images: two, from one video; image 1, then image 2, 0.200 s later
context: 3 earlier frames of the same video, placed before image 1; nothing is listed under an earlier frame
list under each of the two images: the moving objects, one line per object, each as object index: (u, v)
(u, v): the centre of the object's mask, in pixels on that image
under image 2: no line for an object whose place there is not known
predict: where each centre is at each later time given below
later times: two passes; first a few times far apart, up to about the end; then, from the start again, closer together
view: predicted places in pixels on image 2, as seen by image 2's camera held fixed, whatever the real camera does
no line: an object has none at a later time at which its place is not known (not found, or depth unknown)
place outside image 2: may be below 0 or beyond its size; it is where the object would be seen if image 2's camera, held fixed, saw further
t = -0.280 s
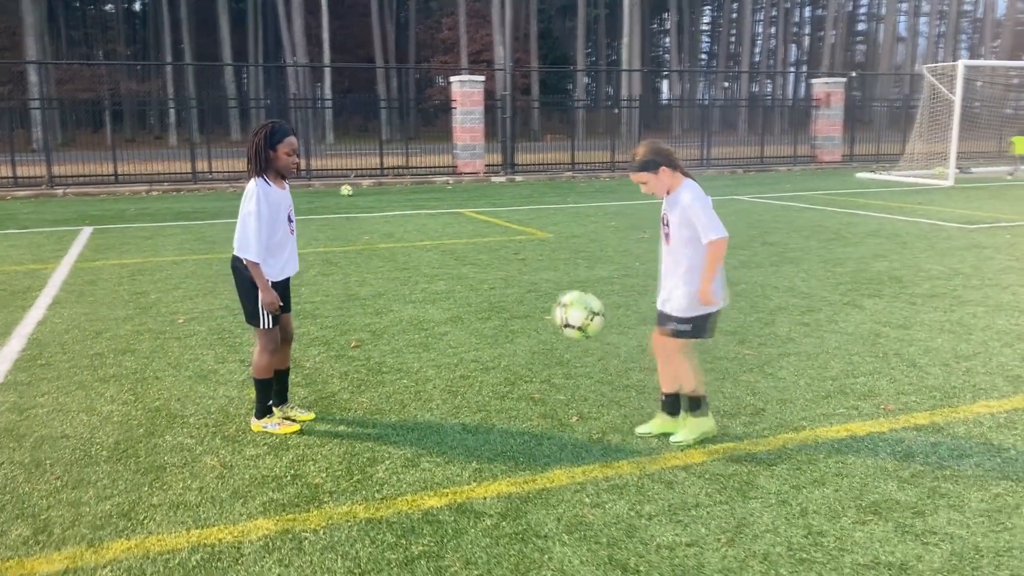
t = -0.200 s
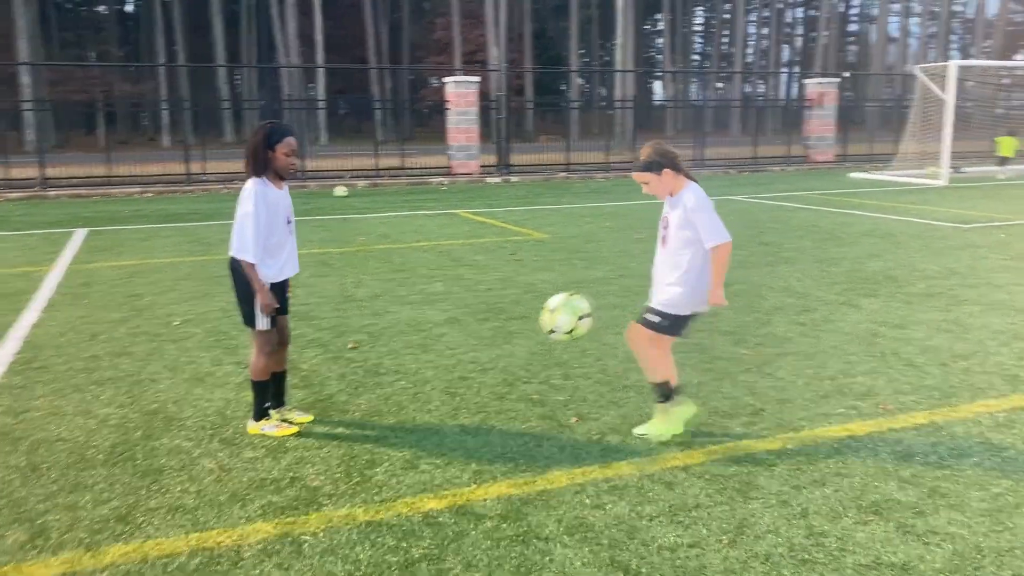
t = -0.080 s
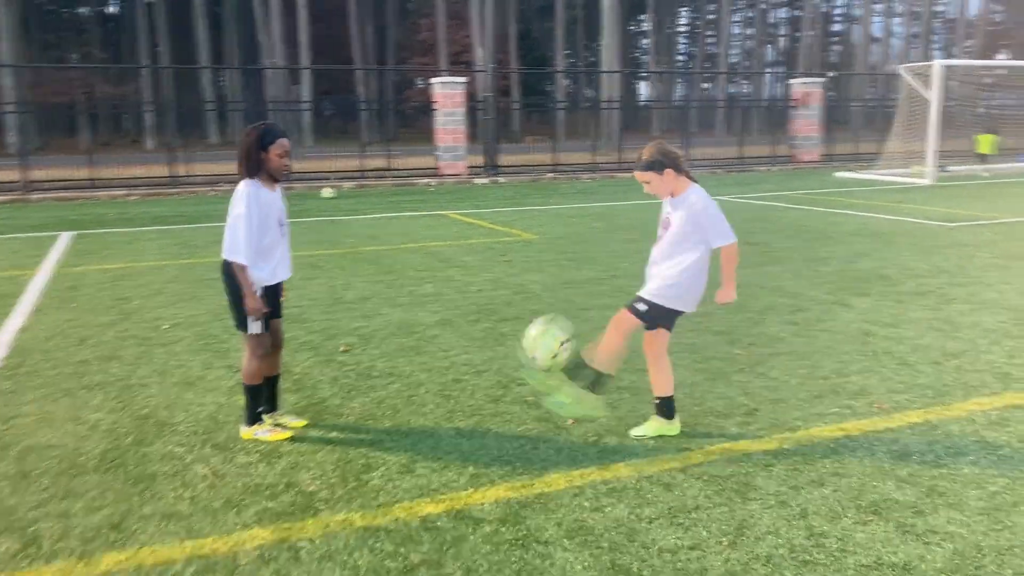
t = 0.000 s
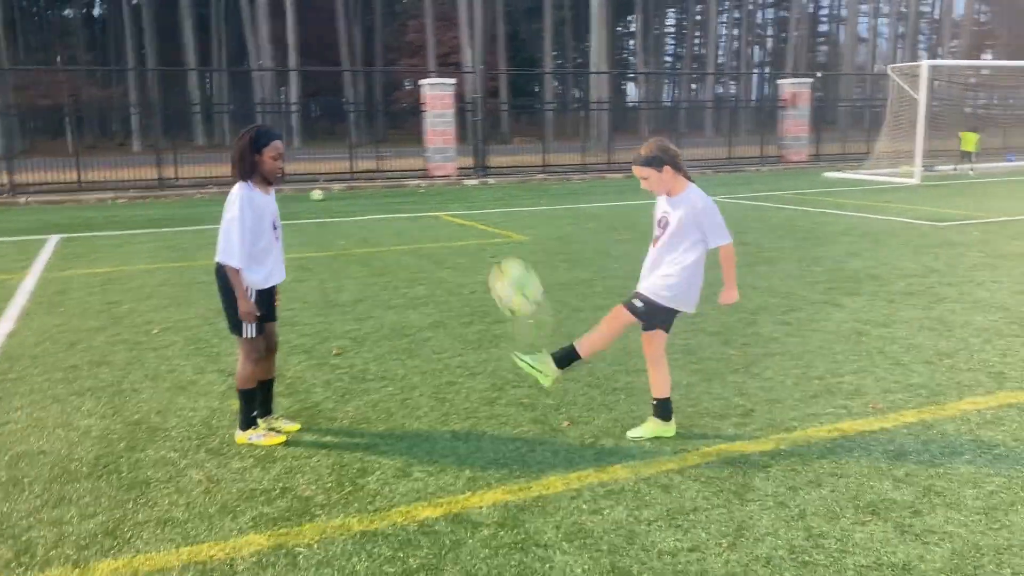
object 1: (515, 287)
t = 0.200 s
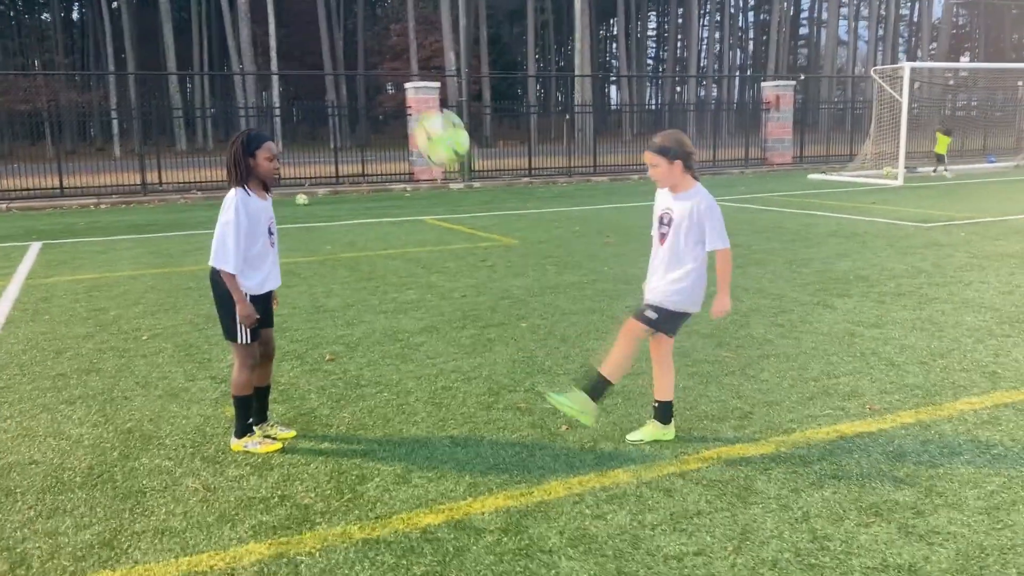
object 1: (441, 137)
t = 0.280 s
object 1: (419, 103)
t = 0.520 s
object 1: (337, 75)
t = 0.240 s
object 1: (431, 118)
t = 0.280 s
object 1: (419, 103)
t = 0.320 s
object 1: (405, 89)
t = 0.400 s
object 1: (377, 70)
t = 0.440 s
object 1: (364, 68)
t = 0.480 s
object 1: (348, 69)
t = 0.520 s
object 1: (337, 75)
